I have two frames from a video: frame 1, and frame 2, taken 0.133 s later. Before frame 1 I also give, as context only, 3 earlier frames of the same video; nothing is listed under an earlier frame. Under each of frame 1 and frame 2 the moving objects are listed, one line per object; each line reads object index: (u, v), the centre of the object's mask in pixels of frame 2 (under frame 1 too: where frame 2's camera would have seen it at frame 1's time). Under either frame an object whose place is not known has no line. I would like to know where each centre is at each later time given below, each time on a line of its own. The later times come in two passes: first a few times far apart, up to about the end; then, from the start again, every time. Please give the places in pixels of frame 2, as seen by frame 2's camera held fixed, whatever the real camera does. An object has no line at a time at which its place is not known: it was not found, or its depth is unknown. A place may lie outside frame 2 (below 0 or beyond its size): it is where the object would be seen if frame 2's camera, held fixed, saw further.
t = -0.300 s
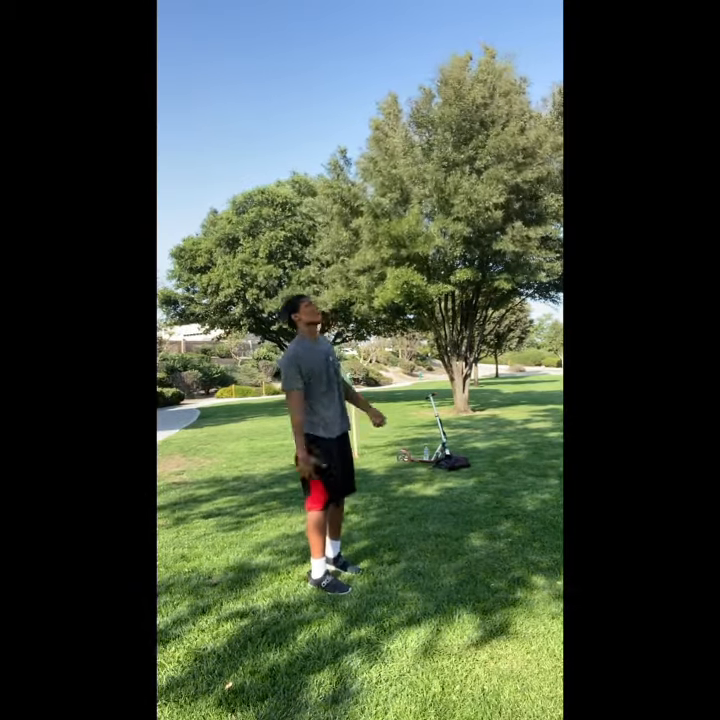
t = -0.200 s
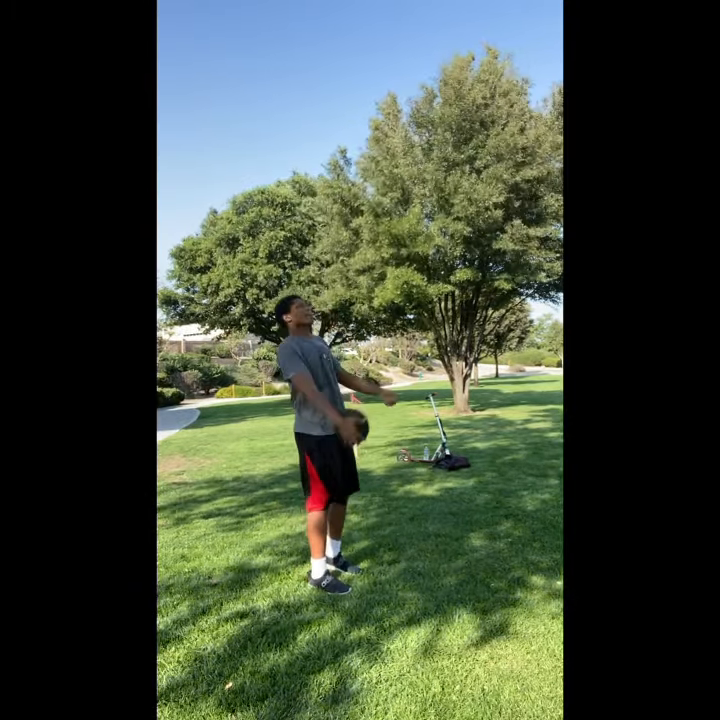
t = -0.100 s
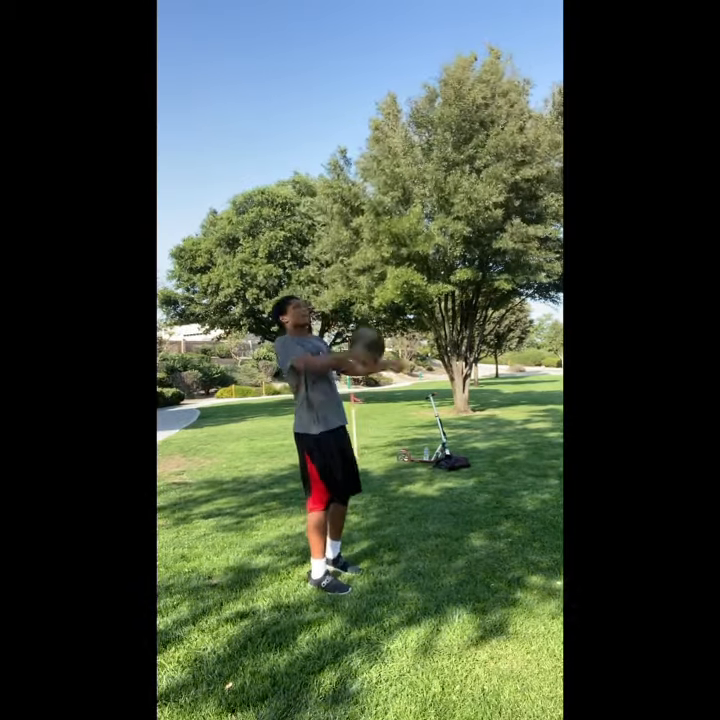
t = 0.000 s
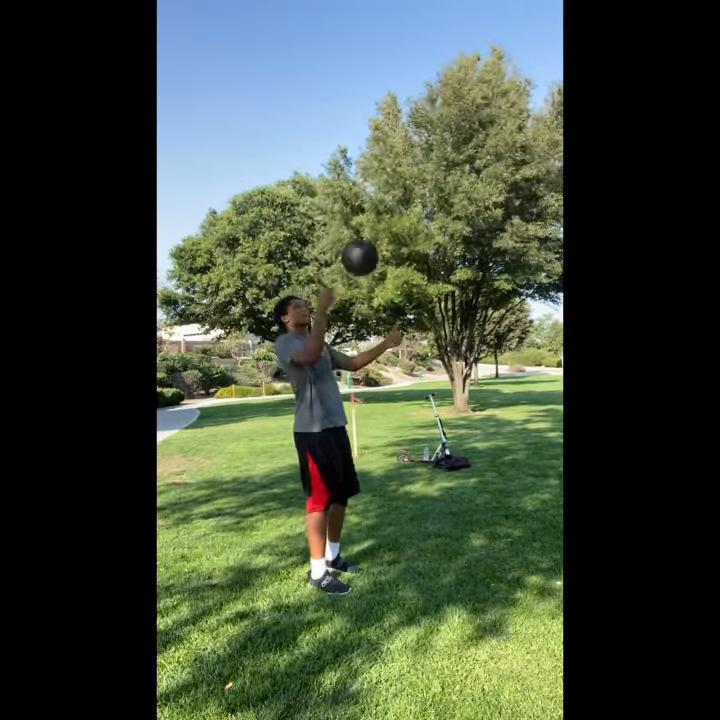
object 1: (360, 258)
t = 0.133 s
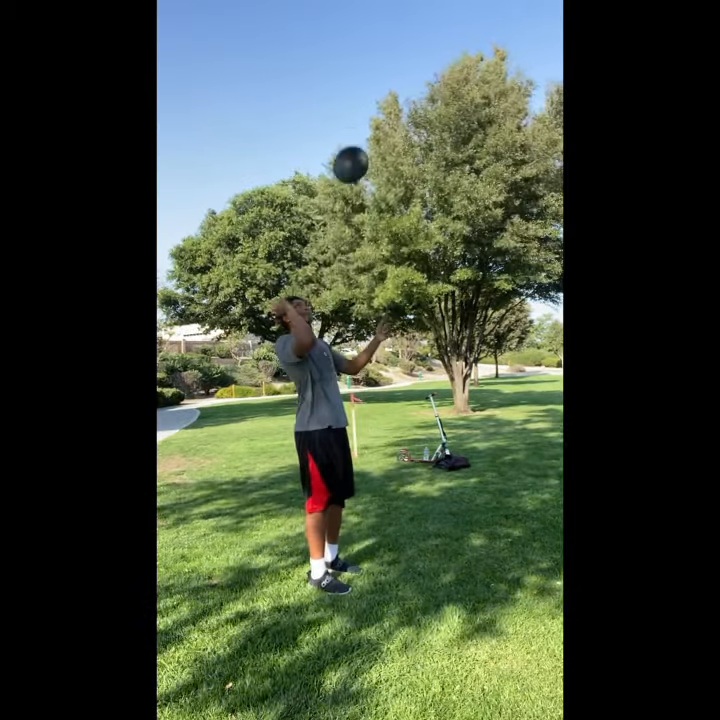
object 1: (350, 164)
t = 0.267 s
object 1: (343, 102)
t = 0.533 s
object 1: (334, 71)
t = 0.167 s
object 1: (348, 146)
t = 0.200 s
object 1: (346, 130)
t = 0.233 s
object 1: (345, 115)
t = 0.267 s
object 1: (343, 102)
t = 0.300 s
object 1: (341, 92)
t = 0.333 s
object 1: (340, 83)
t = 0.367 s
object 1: (339, 76)
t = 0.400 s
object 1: (337, 72)
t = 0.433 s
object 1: (336, 68)
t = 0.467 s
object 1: (335, 67)
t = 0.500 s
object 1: (334, 68)
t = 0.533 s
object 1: (334, 71)
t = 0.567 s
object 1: (333, 75)
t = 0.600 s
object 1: (333, 82)
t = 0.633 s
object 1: (332, 90)
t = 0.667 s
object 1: (332, 100)
